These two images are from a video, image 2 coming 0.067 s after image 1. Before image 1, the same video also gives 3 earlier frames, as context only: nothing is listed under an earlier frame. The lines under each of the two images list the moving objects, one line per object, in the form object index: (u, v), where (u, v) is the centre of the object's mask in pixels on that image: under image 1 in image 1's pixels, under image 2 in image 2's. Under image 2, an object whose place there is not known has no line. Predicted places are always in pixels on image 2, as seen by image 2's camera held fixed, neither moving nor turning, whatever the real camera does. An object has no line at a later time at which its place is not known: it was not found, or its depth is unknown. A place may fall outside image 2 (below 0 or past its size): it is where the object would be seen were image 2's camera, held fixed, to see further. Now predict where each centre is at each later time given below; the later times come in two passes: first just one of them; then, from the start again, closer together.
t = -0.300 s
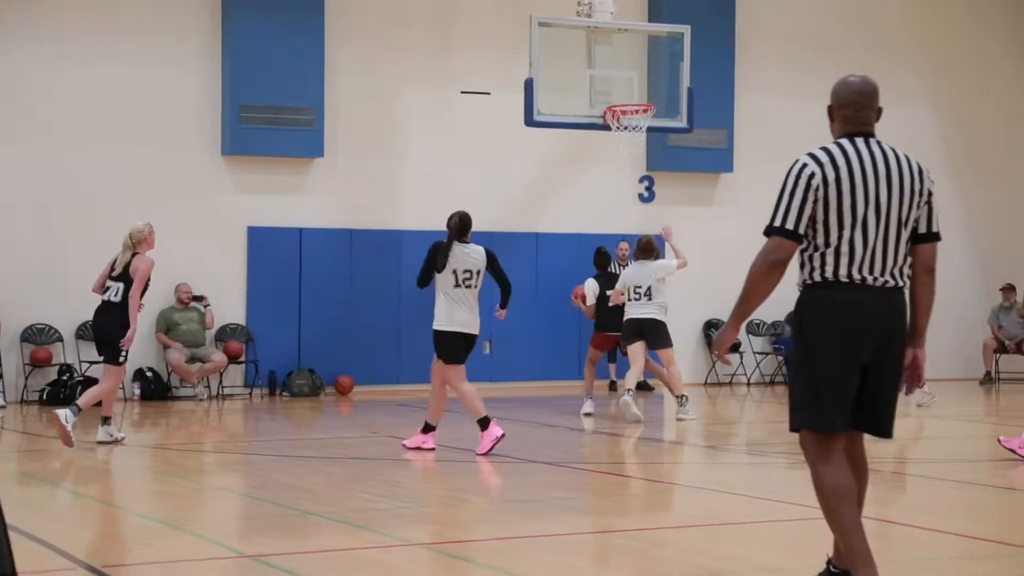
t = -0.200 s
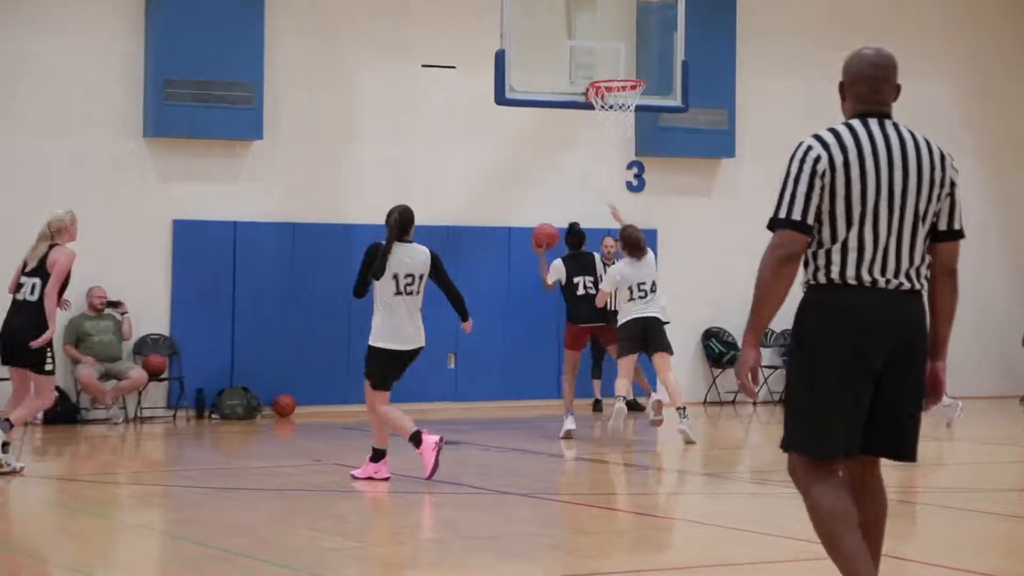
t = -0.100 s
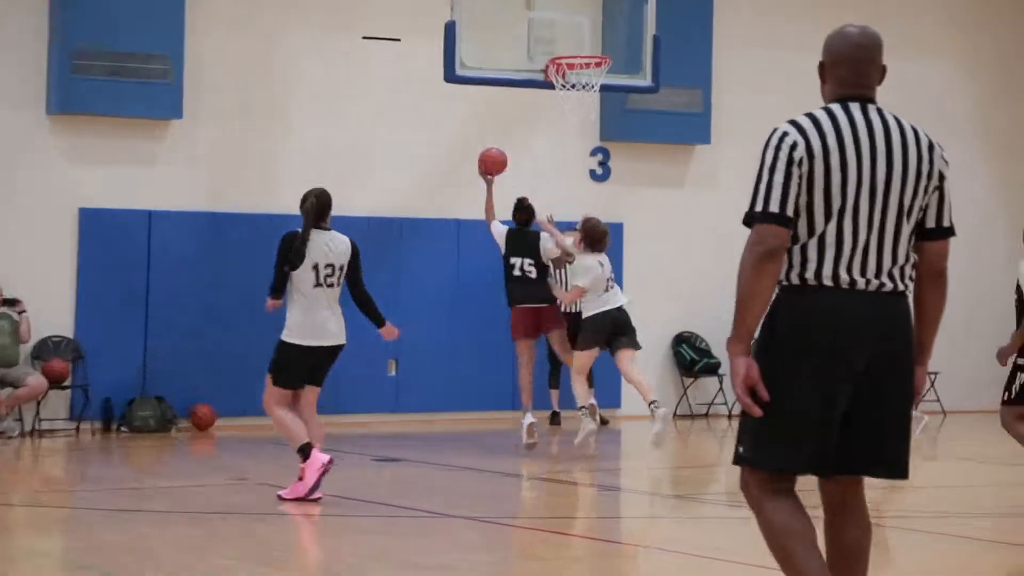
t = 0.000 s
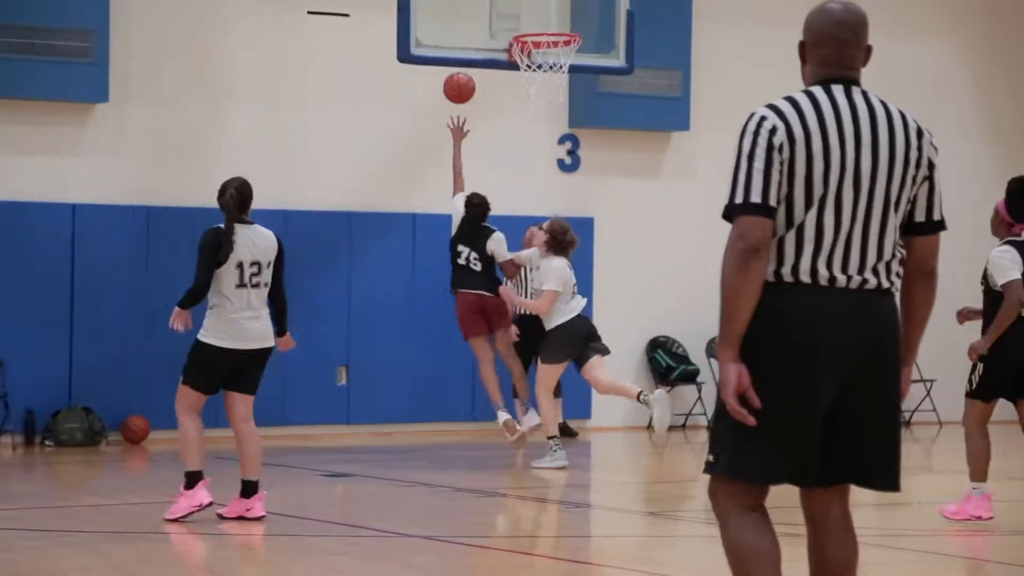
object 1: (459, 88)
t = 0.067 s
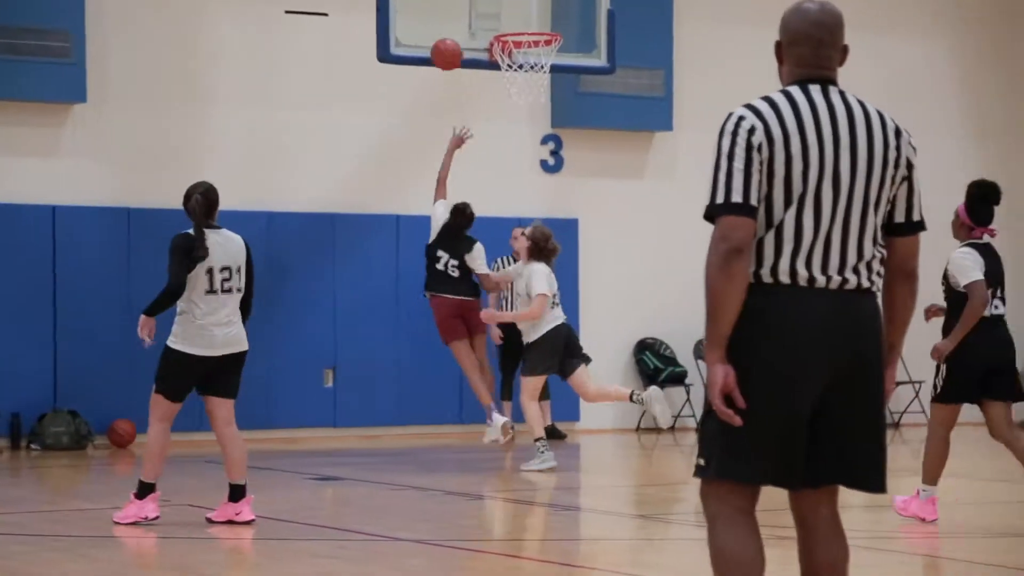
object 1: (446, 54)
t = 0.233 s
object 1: (472, 6)
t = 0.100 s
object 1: (450, 40)
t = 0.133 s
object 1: (453, 27)
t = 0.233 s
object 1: (472, 6)
